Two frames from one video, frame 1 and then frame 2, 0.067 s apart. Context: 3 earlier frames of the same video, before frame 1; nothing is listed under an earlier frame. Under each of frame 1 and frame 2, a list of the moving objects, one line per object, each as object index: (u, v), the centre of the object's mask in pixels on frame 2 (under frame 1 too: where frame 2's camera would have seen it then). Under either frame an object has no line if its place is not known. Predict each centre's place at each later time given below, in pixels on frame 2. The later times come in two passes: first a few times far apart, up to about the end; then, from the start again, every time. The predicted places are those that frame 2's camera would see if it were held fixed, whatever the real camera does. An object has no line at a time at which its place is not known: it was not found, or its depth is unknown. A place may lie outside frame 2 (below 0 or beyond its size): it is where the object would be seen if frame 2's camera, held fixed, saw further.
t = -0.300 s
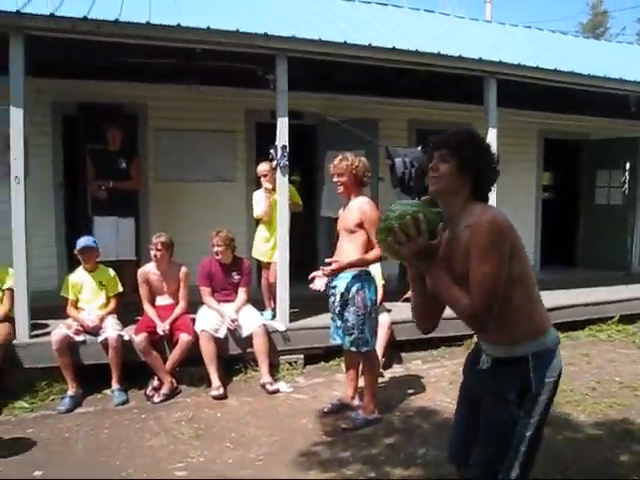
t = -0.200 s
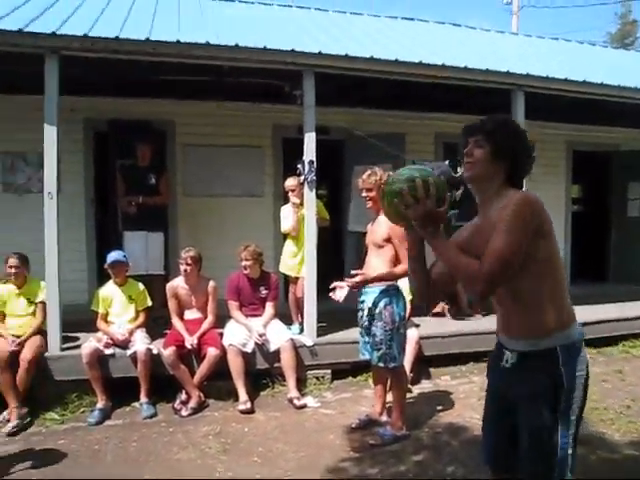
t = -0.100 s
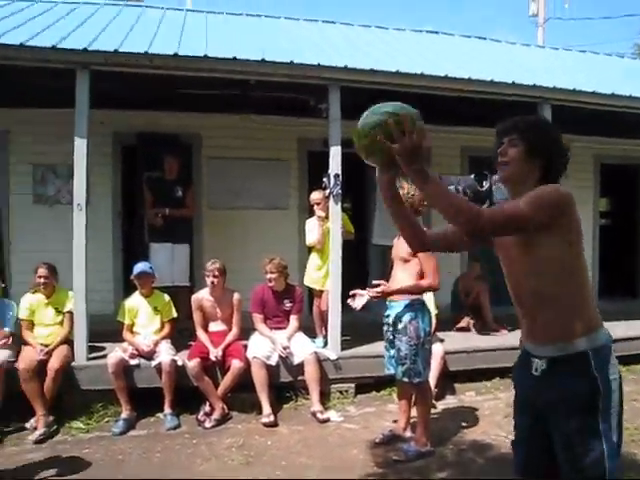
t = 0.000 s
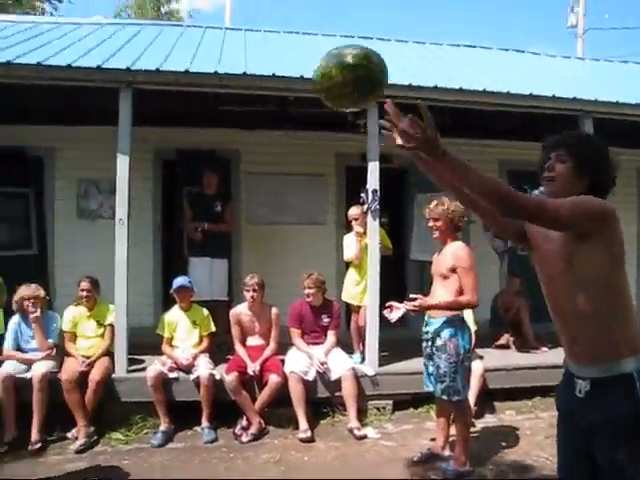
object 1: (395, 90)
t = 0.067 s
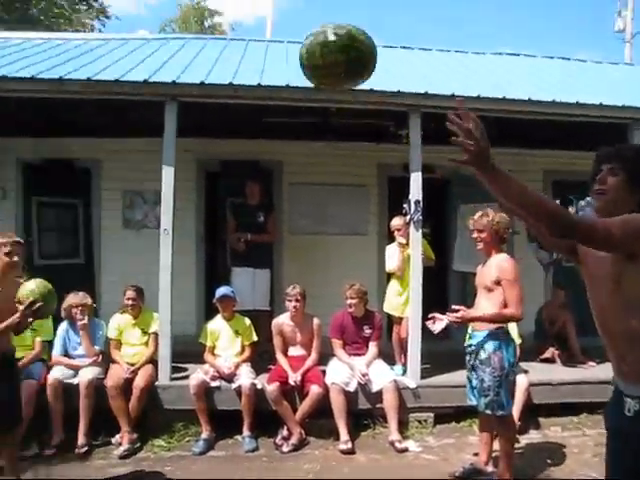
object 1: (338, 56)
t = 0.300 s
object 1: (134, 55)
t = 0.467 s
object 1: (-16, 159)
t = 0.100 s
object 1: (310, 46)
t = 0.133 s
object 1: (281, 39)
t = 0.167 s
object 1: (253, 36)
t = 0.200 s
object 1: (223, 34)
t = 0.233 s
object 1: (193, 37)
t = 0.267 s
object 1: (164, 45)
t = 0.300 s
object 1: (134, 55)
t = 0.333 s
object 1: (104, 69)
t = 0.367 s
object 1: (74, 87)
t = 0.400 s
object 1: (44, 108)
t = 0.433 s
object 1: (13, 132)
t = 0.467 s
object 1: (-16, 159)
